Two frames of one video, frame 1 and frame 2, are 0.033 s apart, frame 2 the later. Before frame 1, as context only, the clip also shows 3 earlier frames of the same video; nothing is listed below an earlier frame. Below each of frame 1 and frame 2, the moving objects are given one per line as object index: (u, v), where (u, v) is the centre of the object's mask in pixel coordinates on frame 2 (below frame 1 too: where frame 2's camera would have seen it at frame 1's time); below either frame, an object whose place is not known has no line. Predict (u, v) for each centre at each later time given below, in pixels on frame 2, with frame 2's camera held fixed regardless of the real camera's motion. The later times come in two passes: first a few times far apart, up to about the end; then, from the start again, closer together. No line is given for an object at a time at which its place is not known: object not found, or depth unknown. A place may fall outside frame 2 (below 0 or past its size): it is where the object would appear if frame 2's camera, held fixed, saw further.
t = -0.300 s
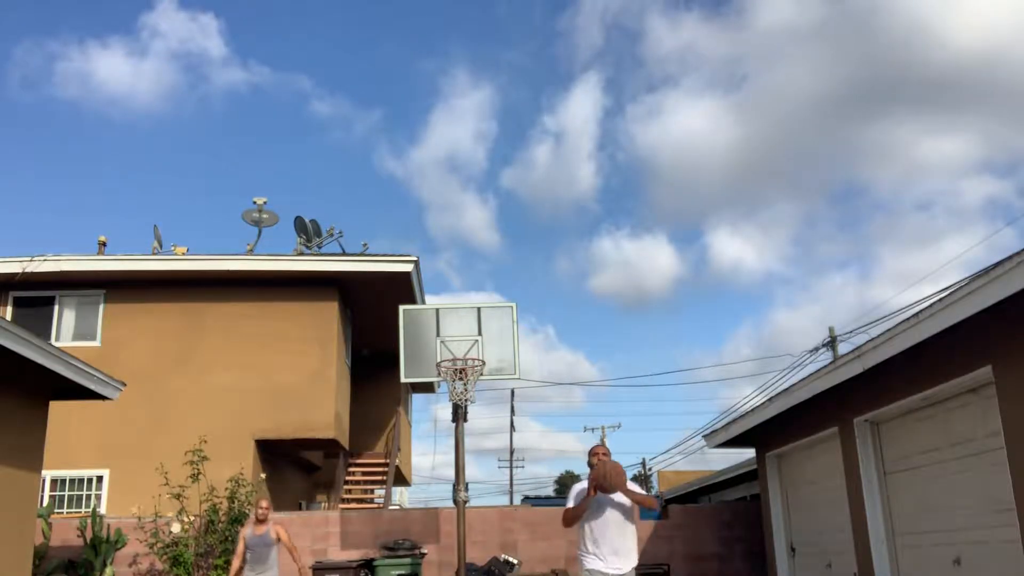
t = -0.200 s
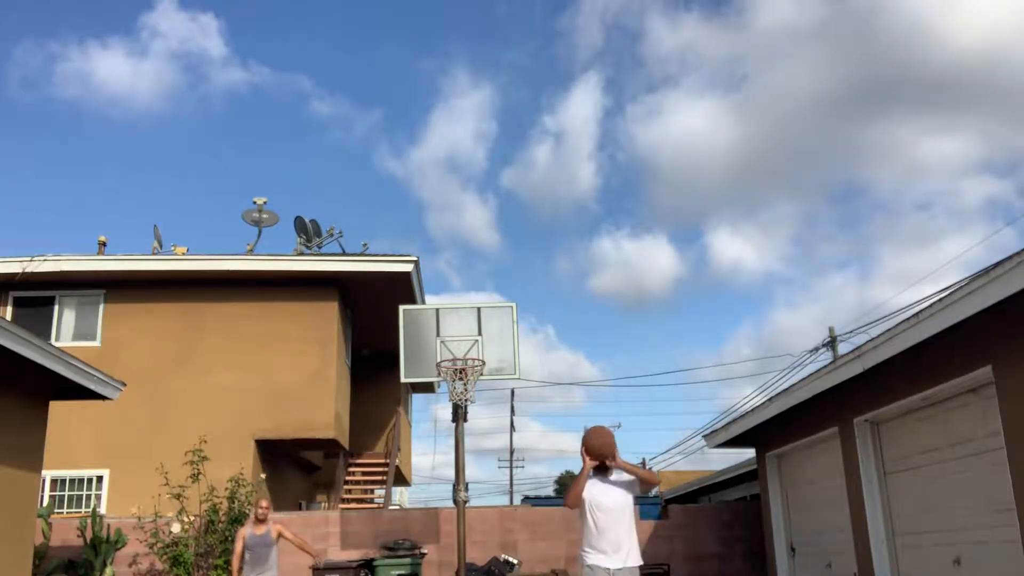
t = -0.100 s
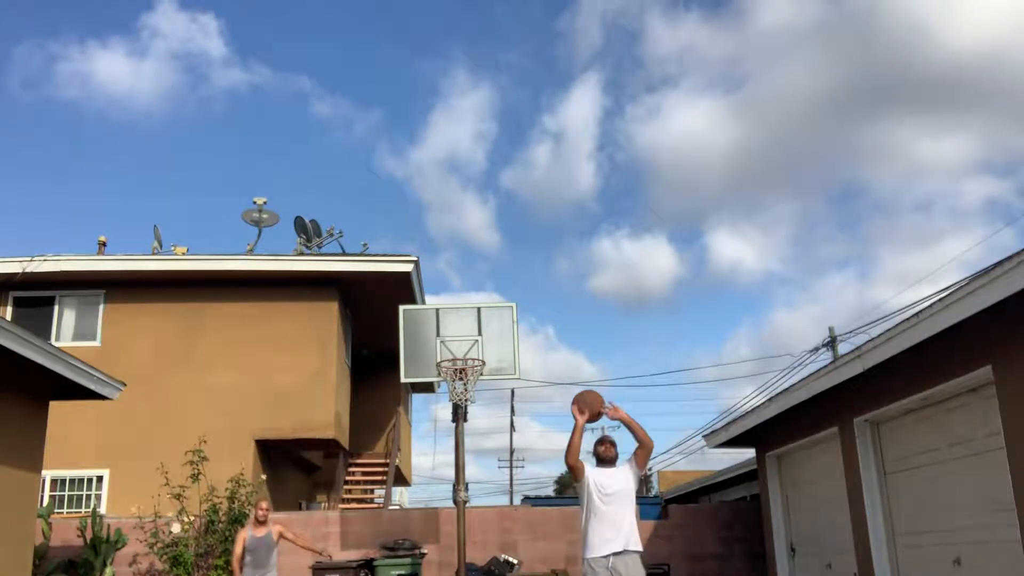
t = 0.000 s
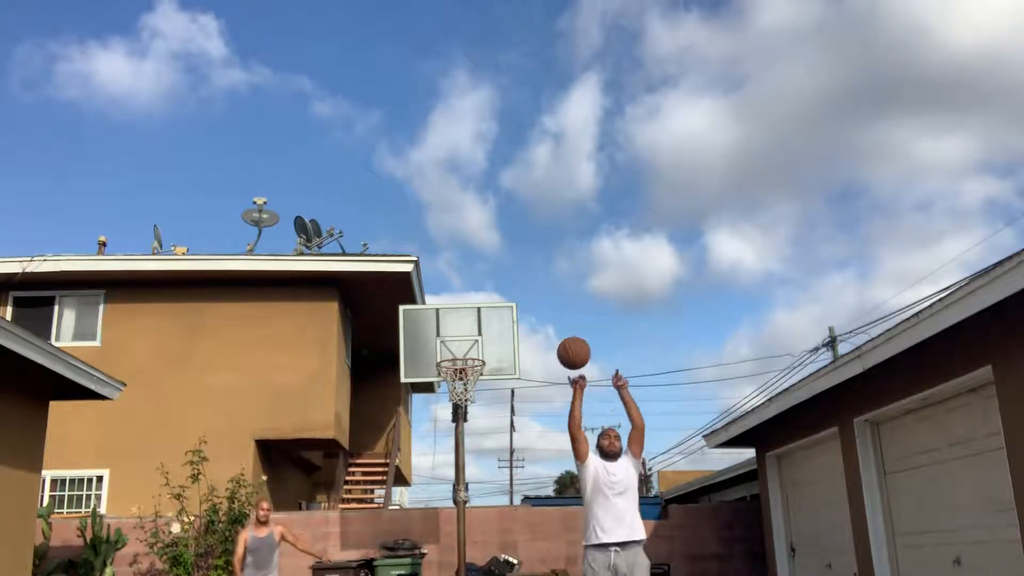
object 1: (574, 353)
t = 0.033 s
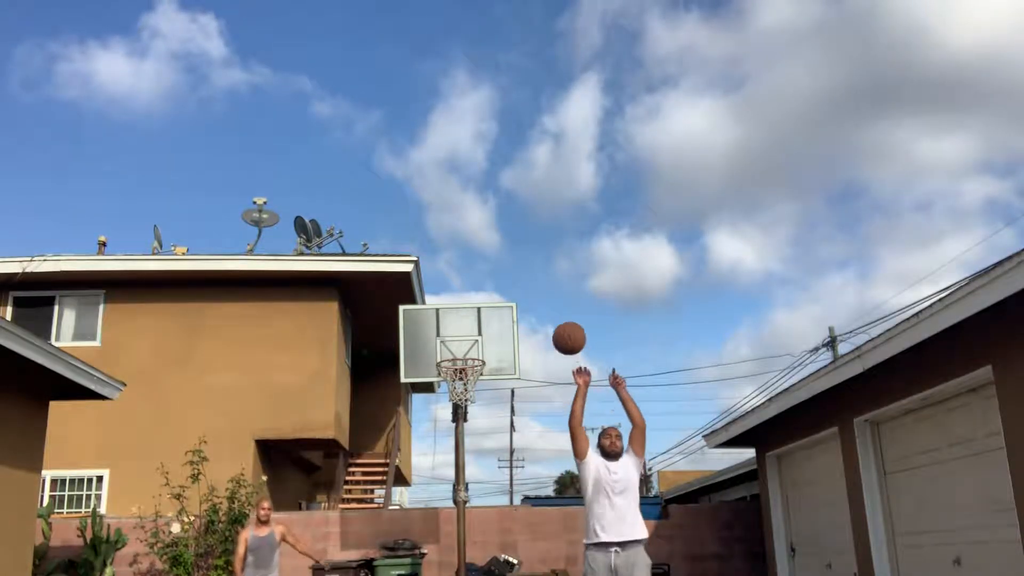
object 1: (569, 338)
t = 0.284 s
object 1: (537, 275)
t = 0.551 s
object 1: (506, 297)
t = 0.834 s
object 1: (474, 430)
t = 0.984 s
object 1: (454, 558)
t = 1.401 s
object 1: (417, 508)
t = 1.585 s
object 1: (410, 454)
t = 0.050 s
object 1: (567, 331)
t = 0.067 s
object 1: (564, 325)
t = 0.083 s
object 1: (562, 319)
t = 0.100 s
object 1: (560, 313)
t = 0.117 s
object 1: (558, 308)
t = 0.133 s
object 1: (556, 303)
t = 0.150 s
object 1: (553, 299)
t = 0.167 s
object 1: (551, 294)
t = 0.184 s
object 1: (549, 291)
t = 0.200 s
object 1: (547, 287)
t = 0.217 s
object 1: (545, 284)
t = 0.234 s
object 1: (543, 281)
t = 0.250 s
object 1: (541, 279)
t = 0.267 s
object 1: (539, 277)
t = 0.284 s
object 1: (537, 275)
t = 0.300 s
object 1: (535, 274)
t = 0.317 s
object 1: (533, 273)
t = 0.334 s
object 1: (531, 272)
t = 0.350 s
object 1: (529, 272)
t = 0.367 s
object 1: (527, 272)
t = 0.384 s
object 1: (525, 273)
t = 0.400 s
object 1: (523, 273)
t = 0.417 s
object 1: (521, 275)
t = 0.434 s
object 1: (519, 276)
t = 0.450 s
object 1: (517, 278)
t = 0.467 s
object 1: (516, 280)
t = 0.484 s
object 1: (514, 282)
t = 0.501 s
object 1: (512, 286)
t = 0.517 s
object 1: (510, 289)
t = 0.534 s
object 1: (508, 293)
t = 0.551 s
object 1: (506, 297)
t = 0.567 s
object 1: (504, 301)
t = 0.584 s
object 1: (503, 306)
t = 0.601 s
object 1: (501, 312)
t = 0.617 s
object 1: (499, 317)
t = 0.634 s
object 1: (496, 324)
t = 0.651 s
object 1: (495, 330)
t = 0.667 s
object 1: (493, 337)
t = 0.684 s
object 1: (491, 344)
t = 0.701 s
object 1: (489, 352)
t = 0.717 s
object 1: (487, 360)
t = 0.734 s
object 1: (485, 369)
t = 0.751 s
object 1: (484, 378)
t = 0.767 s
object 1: (482, 387)
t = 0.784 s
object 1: (480, 397)
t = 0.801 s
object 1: (478, 408)
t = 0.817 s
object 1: (476, 419)
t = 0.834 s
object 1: (474, 430)
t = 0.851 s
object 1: (472, 442)
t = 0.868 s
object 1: (470, 455)
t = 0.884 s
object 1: (467, 468)
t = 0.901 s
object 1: (465, 482)
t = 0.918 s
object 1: (463, 496)
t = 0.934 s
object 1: (461, 510)
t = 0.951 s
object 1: (459, 526)
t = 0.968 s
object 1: (456, 542)
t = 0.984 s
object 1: (454, 558)
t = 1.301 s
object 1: (424, 561)
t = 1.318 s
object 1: (424, 554)
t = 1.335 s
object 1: (423, 547)
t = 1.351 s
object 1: (420, 534)
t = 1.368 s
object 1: (419, 525)
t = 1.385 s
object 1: (418, 516)
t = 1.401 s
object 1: (417, 508)
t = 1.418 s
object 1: (417, 501)
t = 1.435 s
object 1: (415, 494)
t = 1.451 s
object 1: (415, 488)
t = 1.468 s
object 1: (414, 482)
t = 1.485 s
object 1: (413, 477)
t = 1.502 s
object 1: (412, 472)
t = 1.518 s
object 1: (411, 469)
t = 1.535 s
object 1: (412, 463)
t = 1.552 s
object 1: (411, 460)
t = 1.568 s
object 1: (409, 457)
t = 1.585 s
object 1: (410, 454)
